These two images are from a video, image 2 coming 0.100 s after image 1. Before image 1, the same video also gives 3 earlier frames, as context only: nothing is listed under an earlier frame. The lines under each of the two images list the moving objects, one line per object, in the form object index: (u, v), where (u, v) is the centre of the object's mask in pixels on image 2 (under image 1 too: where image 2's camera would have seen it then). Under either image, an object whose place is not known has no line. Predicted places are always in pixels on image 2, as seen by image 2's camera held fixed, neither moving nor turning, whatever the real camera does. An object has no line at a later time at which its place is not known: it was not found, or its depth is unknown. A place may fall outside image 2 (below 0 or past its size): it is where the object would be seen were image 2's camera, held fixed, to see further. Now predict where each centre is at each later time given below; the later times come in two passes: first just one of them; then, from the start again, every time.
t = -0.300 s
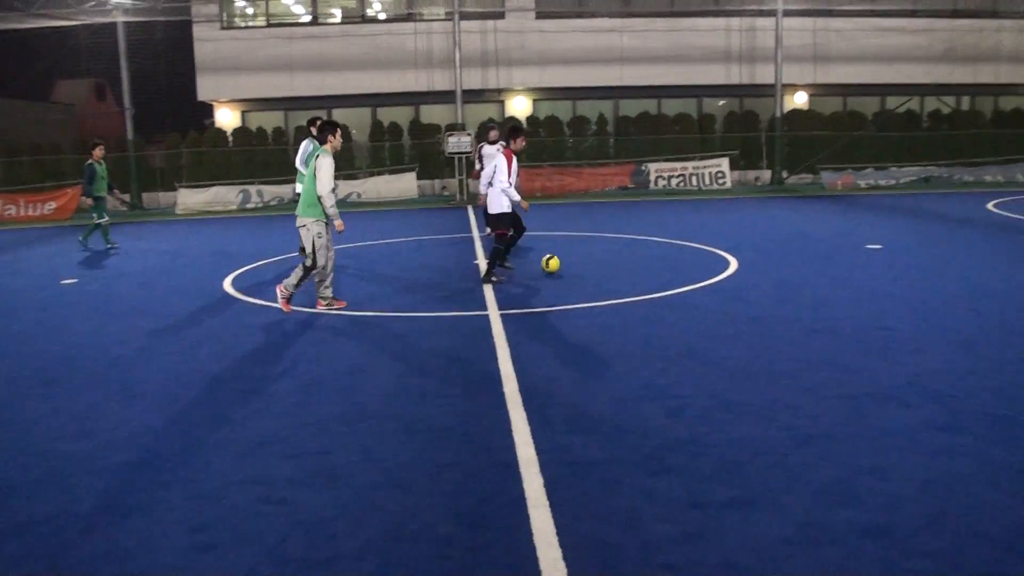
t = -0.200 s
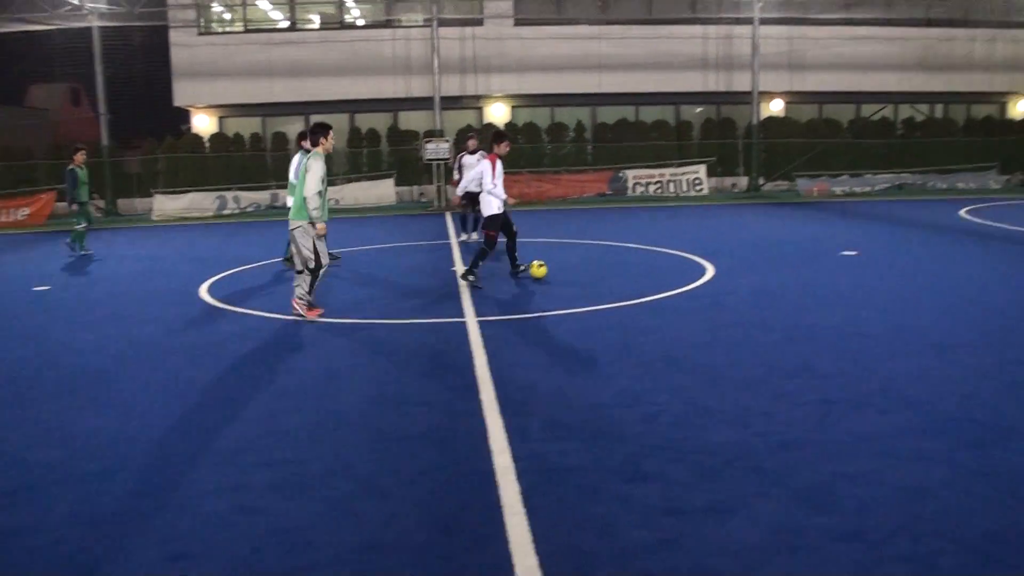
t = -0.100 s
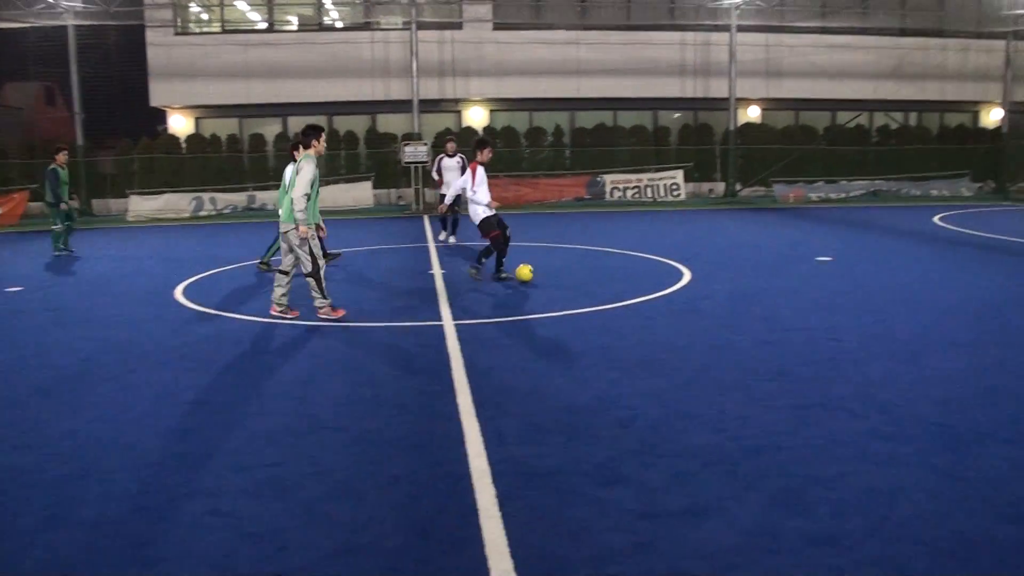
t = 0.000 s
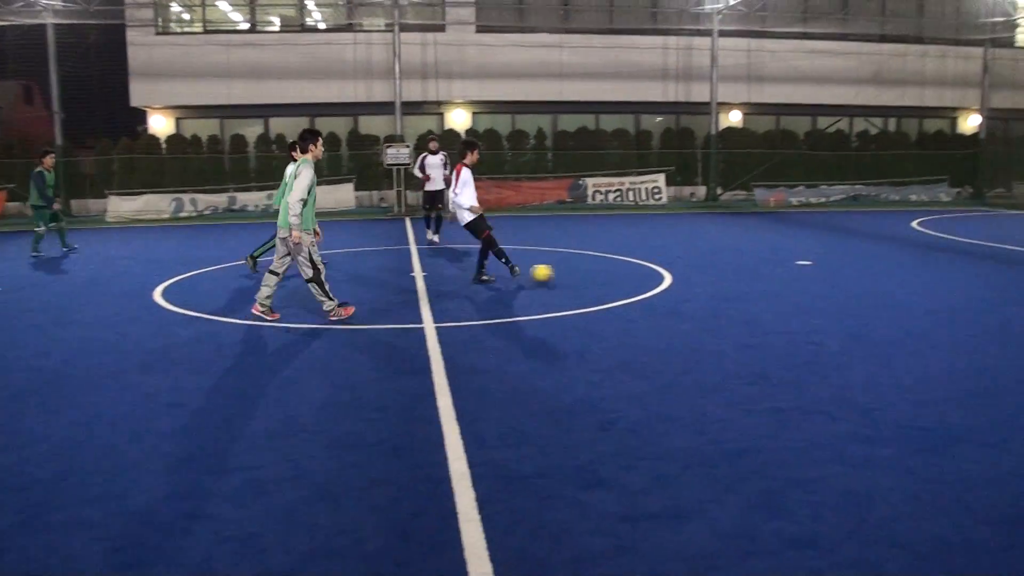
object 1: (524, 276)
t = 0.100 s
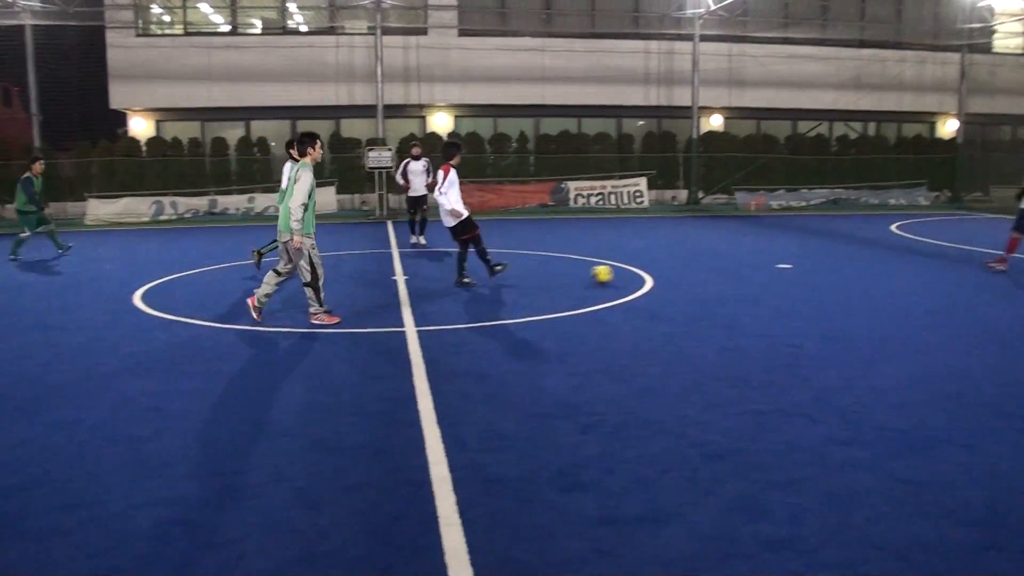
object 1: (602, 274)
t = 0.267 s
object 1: (716, 269)
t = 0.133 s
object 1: (627, 274)
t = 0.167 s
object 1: (650, 272)
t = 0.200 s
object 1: (673, 271)
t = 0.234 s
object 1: (695, 271)
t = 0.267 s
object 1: (716, 269)
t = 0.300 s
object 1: (738, 269)
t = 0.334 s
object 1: (758, 269)
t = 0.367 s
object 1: (777, 268)
